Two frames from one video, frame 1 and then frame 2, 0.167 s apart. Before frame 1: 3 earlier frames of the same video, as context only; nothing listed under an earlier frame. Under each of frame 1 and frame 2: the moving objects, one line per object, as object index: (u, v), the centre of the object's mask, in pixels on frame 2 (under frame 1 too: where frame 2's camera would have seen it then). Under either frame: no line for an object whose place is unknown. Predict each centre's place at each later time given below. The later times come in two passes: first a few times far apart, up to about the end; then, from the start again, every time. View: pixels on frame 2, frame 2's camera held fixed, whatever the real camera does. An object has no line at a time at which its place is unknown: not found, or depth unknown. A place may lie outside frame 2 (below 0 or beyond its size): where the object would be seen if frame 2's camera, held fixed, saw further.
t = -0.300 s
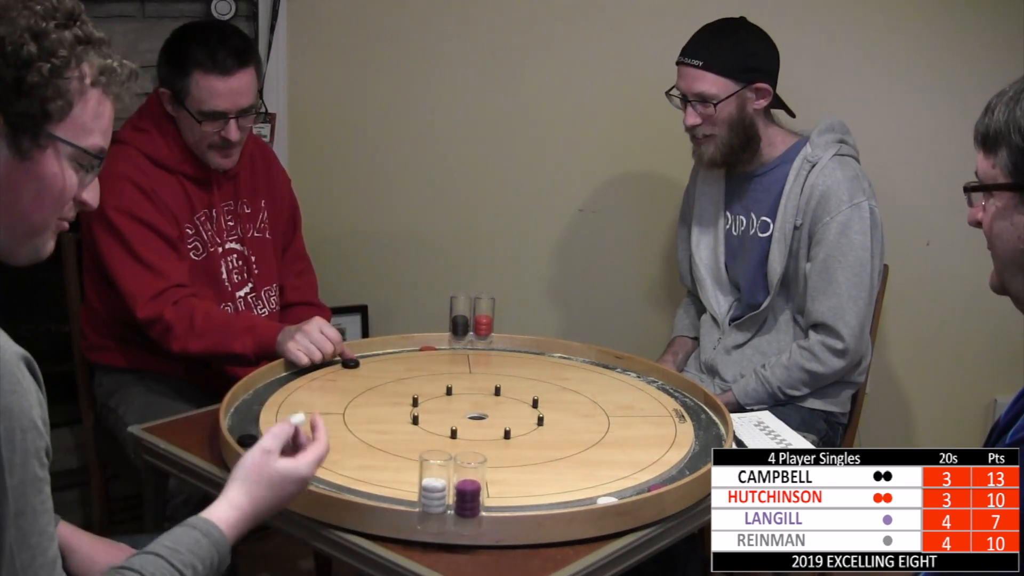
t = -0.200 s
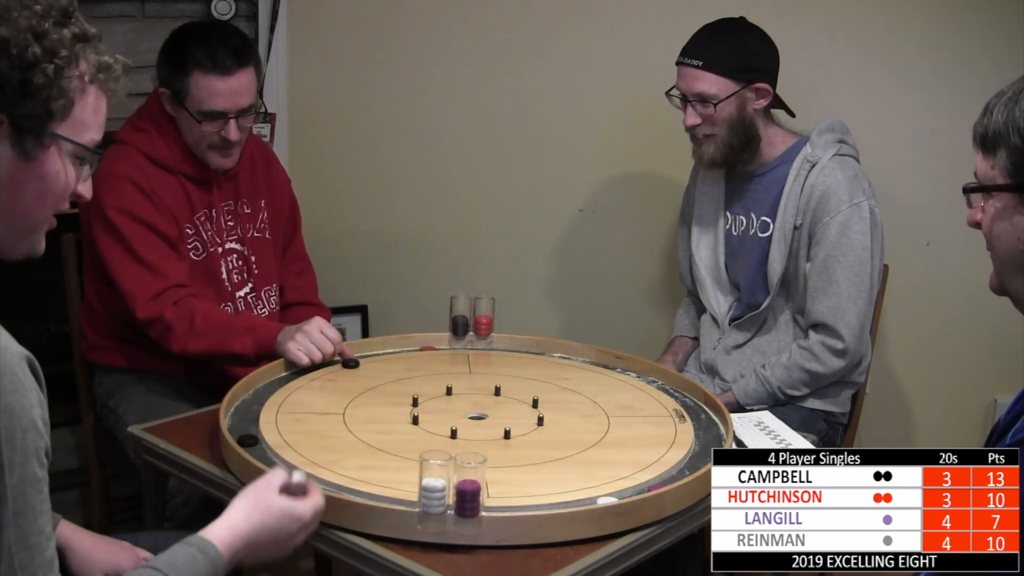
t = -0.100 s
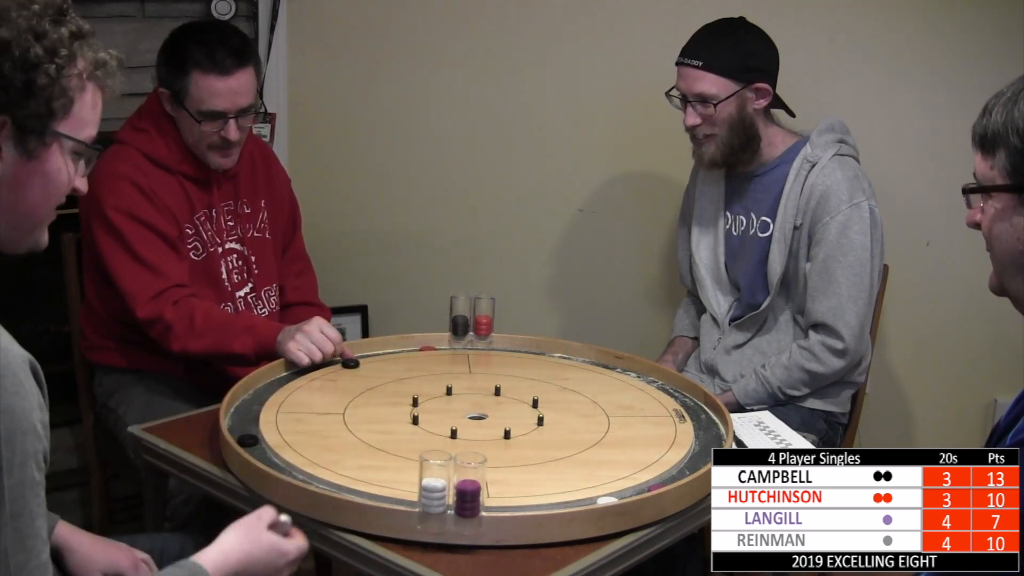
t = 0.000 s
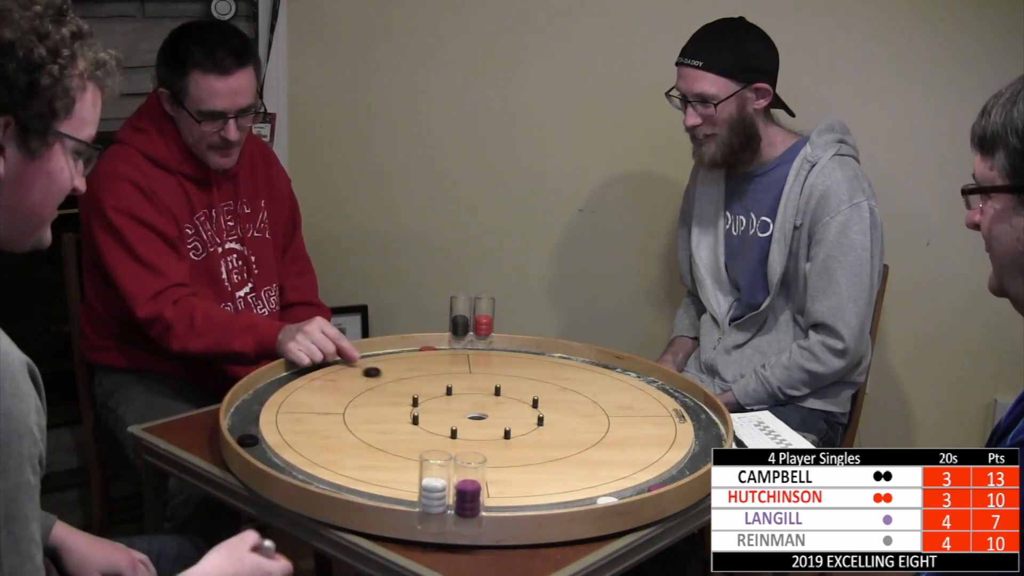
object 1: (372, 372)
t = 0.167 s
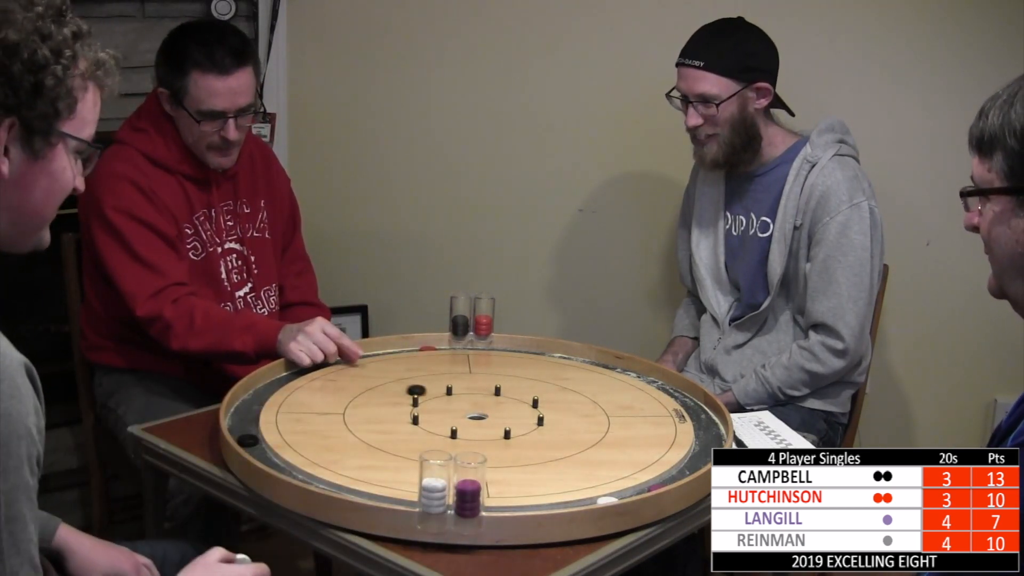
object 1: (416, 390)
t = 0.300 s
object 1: (443, 401)
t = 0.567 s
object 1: (461, 408)
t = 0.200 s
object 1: (424, 393)
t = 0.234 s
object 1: (431, 396)
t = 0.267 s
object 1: (437, 398)
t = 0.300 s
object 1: (443, 401)
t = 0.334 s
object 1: (448, 403)
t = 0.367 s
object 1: (452, 404)
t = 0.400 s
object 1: (456, 406)
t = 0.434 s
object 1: (459, 407)
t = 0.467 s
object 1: (461, 408)
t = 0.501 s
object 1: (461, 408)
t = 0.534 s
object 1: (461, 408)
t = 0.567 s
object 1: (461, 408)
